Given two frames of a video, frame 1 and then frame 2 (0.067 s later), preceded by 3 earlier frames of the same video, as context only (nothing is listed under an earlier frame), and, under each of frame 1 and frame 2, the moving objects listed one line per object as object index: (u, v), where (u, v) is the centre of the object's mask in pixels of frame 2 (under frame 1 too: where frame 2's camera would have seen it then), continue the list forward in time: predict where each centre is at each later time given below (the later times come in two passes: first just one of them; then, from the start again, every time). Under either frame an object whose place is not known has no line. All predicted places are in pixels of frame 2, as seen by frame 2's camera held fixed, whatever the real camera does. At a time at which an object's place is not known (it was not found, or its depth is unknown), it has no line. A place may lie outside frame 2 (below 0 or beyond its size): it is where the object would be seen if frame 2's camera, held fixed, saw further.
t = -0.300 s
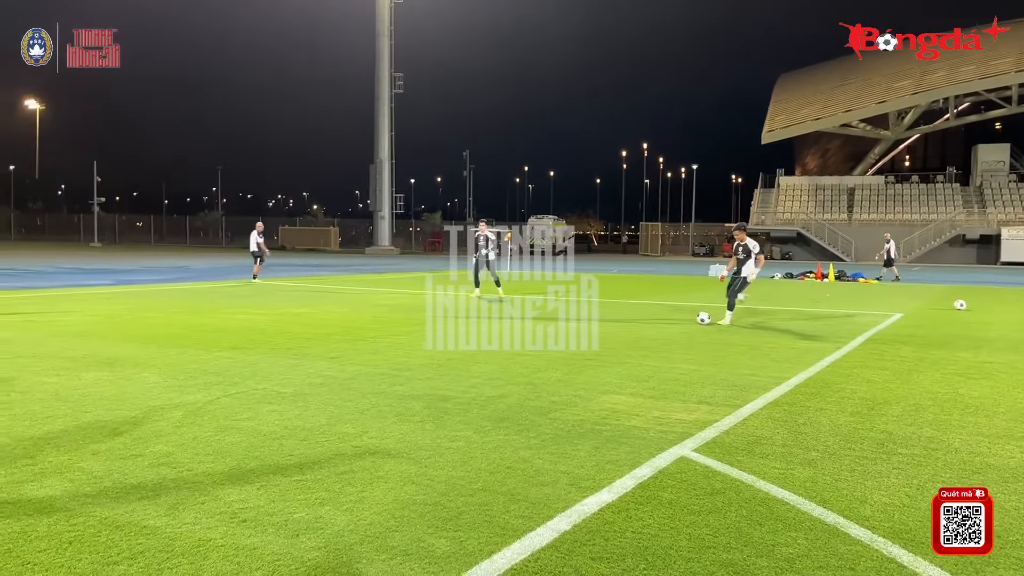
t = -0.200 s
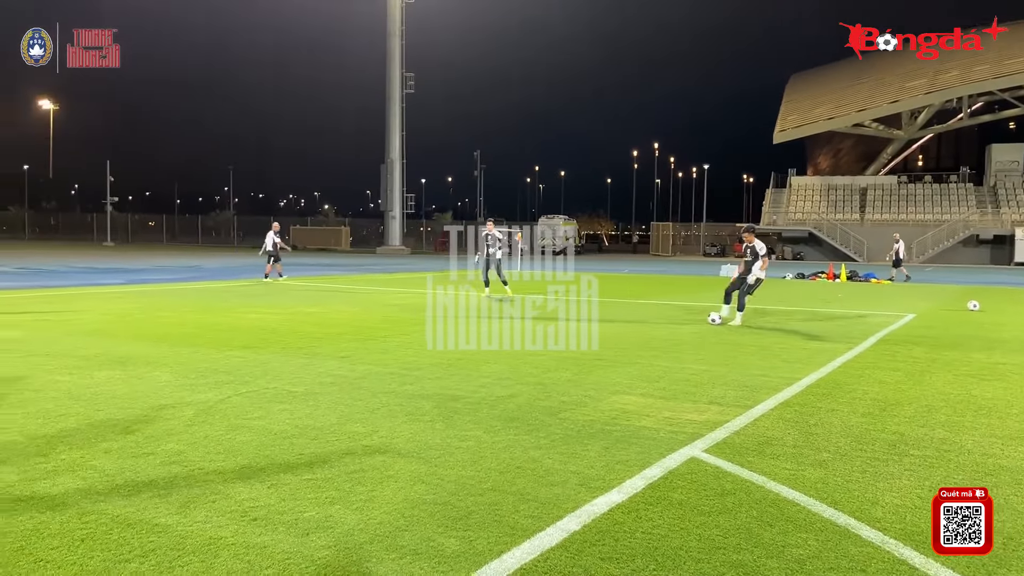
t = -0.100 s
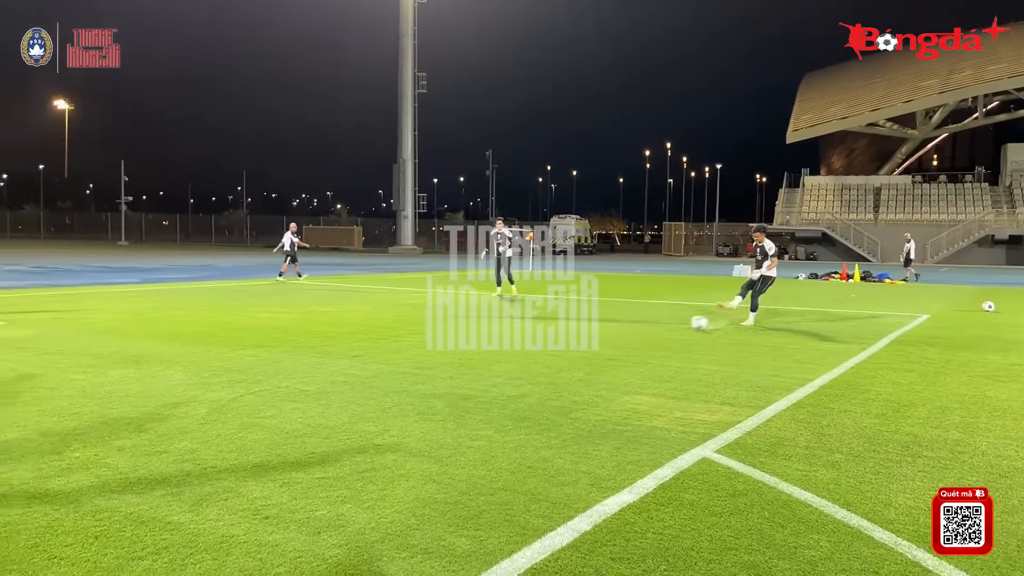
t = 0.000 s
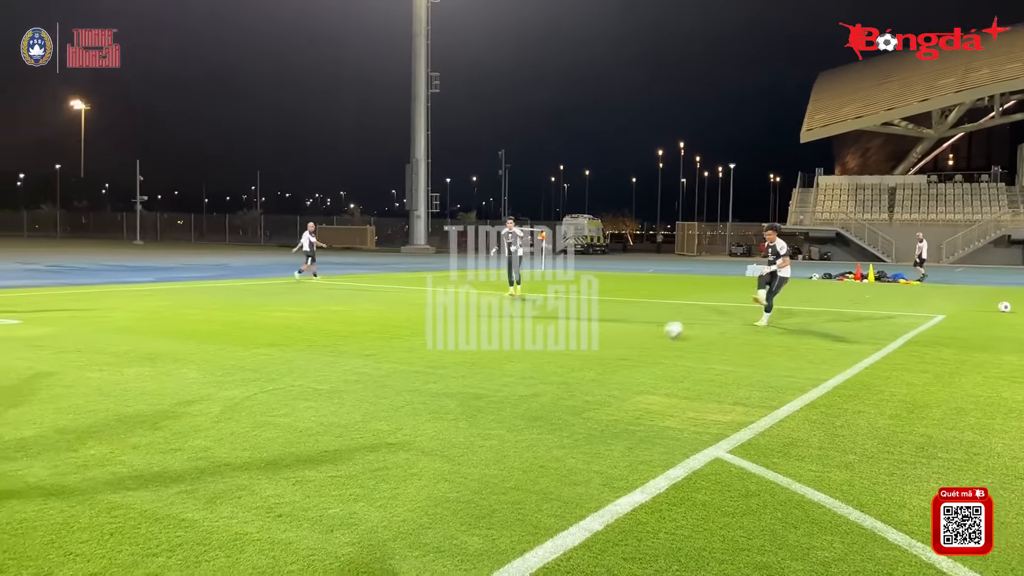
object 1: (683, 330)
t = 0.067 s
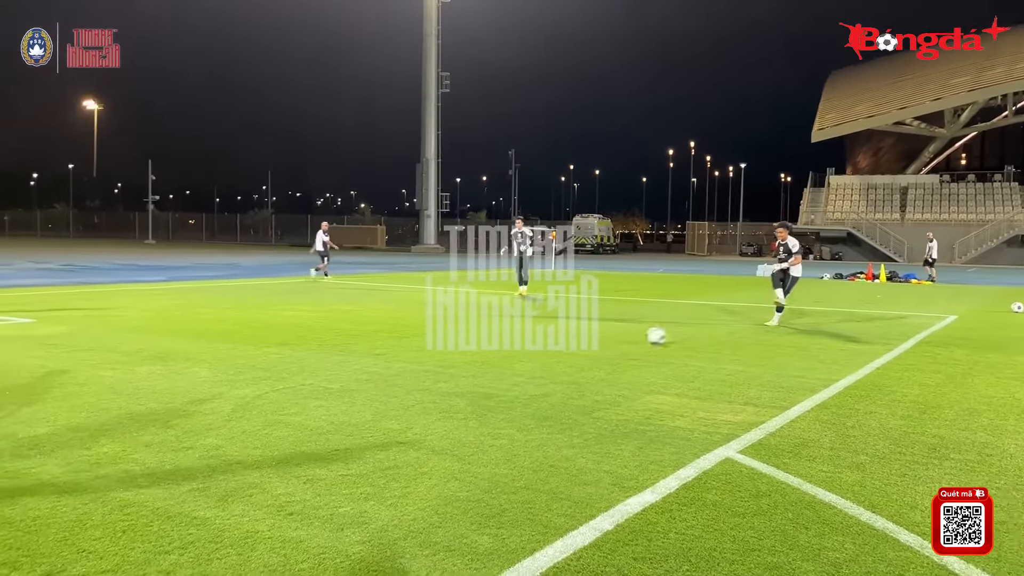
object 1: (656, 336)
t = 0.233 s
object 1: (579, 350)
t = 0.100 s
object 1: (642, 337)
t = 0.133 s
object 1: (627, 339)
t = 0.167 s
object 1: (612, 342)
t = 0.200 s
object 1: (594, 347)
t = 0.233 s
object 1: (579, 350)
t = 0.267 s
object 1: (562, 350)
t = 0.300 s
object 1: (544, 352)
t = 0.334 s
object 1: (526, 354)
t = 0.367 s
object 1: (506, 359)
